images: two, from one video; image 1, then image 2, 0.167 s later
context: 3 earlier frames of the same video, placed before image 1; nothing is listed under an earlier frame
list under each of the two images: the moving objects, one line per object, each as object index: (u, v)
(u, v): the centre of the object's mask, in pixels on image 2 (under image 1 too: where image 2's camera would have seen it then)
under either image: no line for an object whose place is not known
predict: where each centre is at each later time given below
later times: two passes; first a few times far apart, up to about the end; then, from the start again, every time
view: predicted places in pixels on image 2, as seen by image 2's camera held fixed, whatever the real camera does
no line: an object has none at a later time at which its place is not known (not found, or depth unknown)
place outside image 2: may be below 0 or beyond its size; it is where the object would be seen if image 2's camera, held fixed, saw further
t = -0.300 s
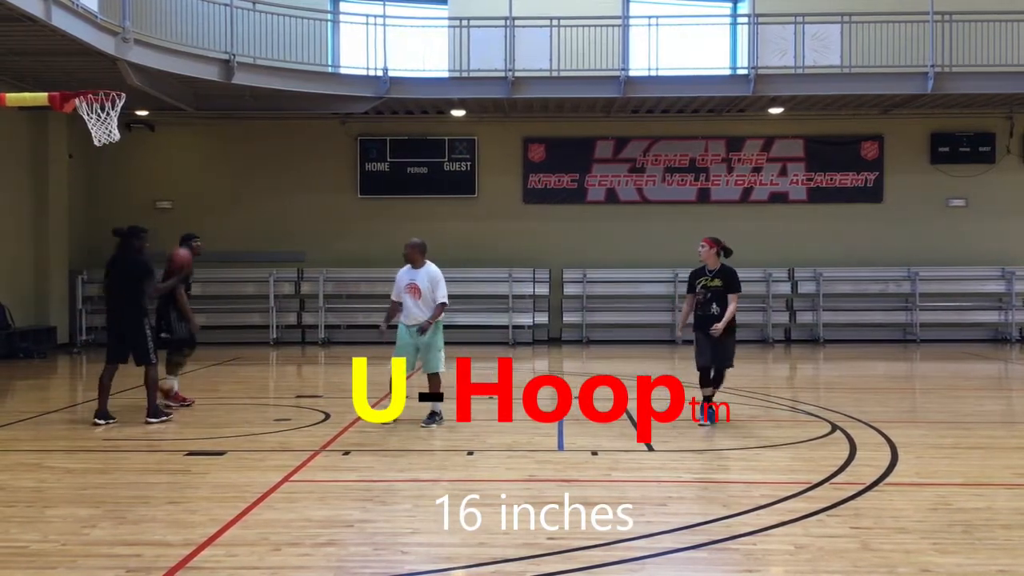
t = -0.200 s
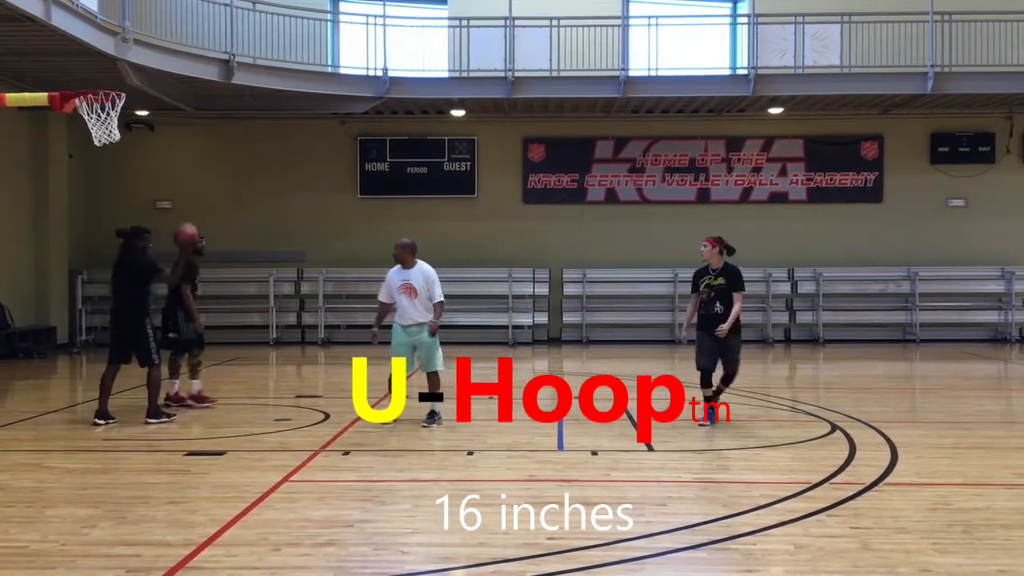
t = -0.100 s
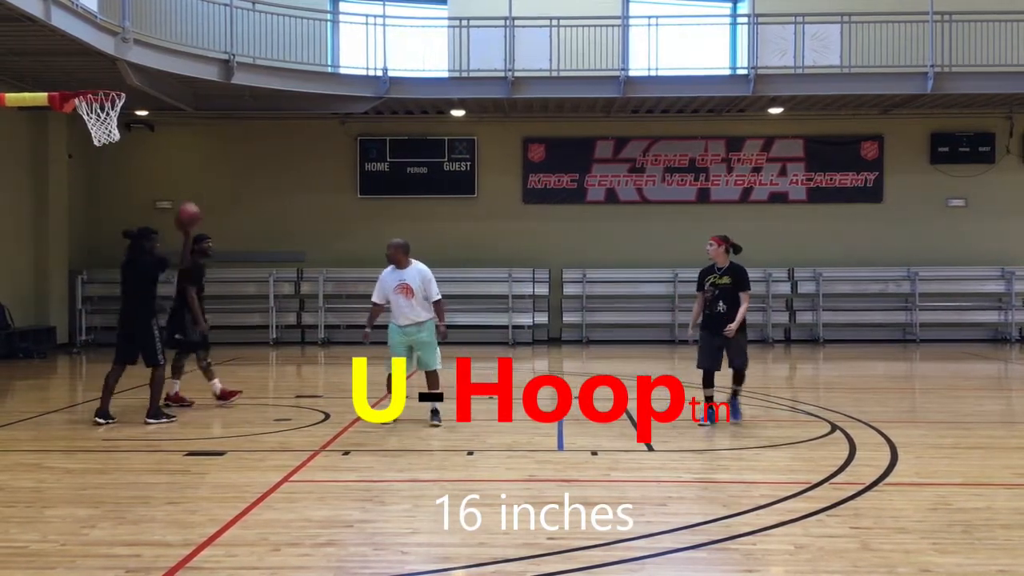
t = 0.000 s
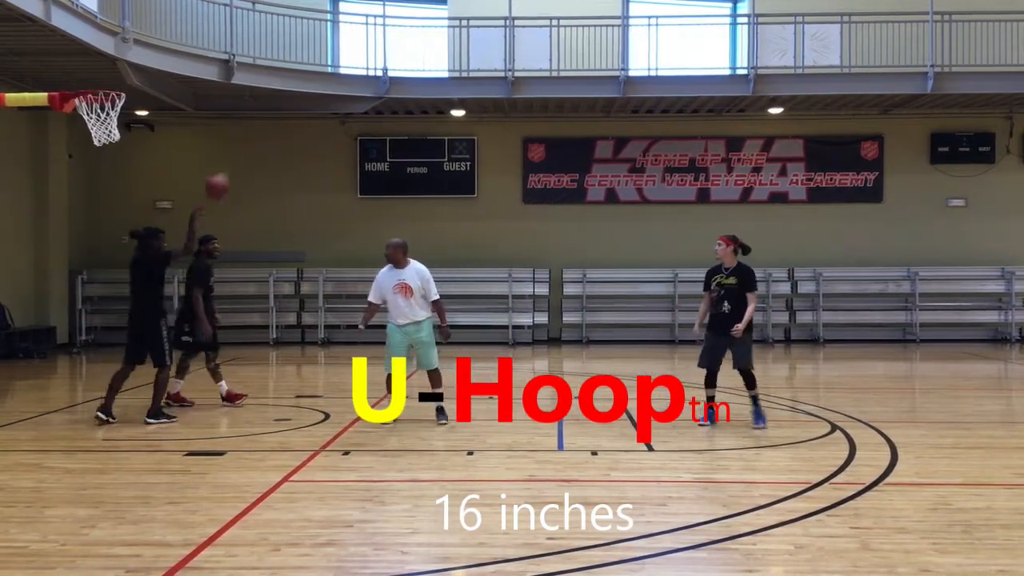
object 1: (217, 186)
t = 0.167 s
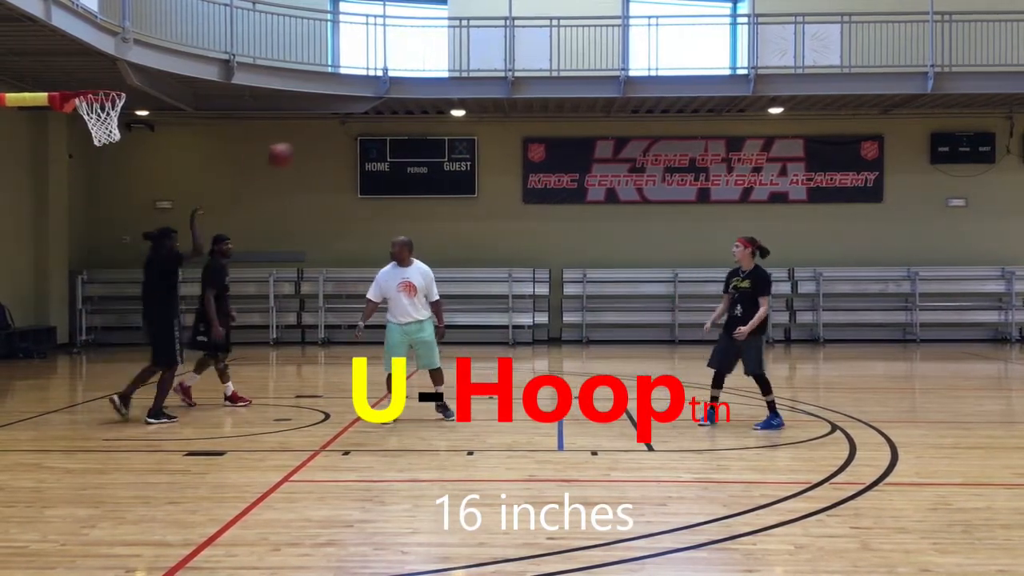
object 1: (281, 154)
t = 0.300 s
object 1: (329, 150)
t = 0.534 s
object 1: (414, 187)
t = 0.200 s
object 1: (293, 151)
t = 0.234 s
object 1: (305, 149)
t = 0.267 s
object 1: (317, 150)
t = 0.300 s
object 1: (329, 150)
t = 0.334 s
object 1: (341, 152)
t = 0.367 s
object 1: (353, 155)
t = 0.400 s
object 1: (366, 160)
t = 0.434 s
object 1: (378, 165)
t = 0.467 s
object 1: (391, 172)
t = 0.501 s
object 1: (401, 179)
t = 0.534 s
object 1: (414, 187)
